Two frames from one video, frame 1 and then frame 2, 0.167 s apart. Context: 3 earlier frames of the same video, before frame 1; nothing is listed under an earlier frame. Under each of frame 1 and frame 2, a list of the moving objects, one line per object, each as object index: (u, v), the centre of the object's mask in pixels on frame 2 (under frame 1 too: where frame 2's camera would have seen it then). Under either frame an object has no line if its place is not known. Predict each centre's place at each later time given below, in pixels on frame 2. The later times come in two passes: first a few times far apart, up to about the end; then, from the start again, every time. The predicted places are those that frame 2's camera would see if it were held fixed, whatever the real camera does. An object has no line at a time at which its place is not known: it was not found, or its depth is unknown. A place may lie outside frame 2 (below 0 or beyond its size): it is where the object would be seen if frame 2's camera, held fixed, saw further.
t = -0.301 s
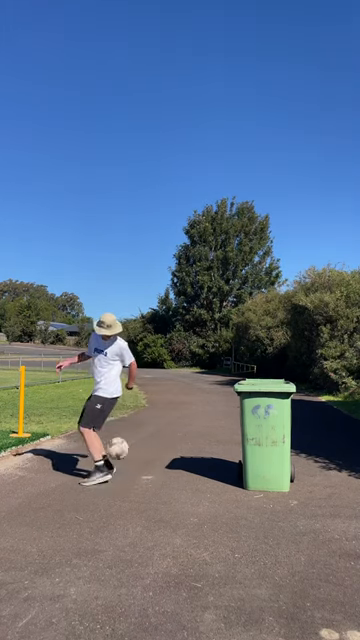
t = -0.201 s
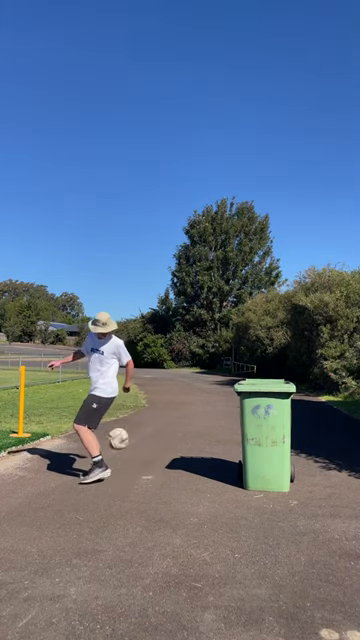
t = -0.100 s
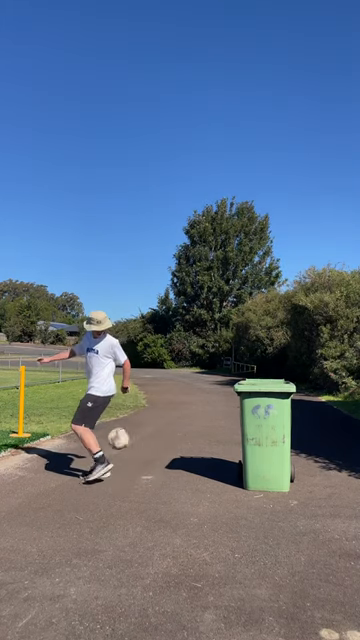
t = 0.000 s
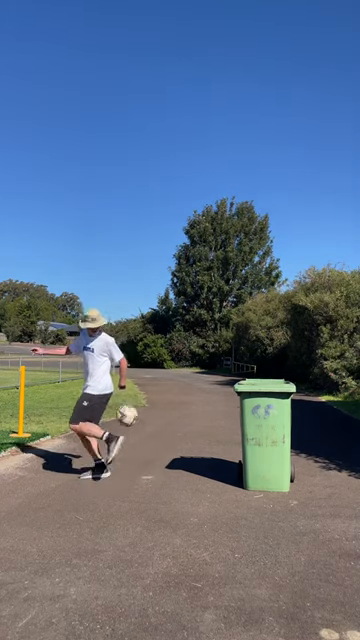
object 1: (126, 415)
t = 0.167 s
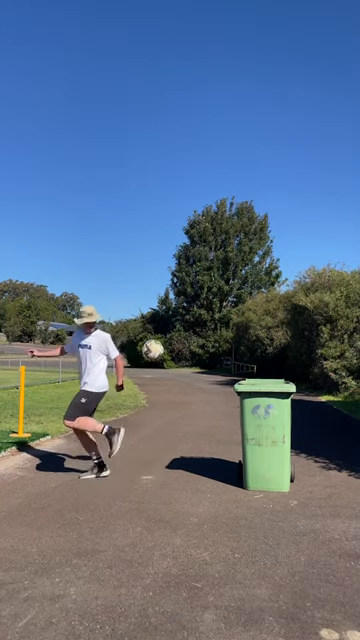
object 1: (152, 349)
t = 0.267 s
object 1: (167, 323)
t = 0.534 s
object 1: (206, 301)
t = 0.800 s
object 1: (244, 347)
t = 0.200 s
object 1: (158, 339)
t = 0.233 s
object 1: (162, 330)
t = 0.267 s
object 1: (167, 323)
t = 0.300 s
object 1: (172, 317)
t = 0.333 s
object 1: (177, 312)
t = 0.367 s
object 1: (182, 307)
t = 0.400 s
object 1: (187, 304)
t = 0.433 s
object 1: (191, 301)
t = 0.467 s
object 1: (196, 300)
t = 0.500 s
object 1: (201, 300)
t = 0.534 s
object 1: (206, 301)
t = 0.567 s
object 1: (211, 303)
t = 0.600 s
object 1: (216, 305)
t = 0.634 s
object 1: (220, 310)
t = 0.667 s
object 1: (225, 315)
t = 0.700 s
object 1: (230, 321)
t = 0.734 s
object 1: (235, 329)
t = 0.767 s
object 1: (239, 337)
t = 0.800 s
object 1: (244, 347)
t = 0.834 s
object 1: (248, 356)
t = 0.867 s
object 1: (253, 368)
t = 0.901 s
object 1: (258, 377)
